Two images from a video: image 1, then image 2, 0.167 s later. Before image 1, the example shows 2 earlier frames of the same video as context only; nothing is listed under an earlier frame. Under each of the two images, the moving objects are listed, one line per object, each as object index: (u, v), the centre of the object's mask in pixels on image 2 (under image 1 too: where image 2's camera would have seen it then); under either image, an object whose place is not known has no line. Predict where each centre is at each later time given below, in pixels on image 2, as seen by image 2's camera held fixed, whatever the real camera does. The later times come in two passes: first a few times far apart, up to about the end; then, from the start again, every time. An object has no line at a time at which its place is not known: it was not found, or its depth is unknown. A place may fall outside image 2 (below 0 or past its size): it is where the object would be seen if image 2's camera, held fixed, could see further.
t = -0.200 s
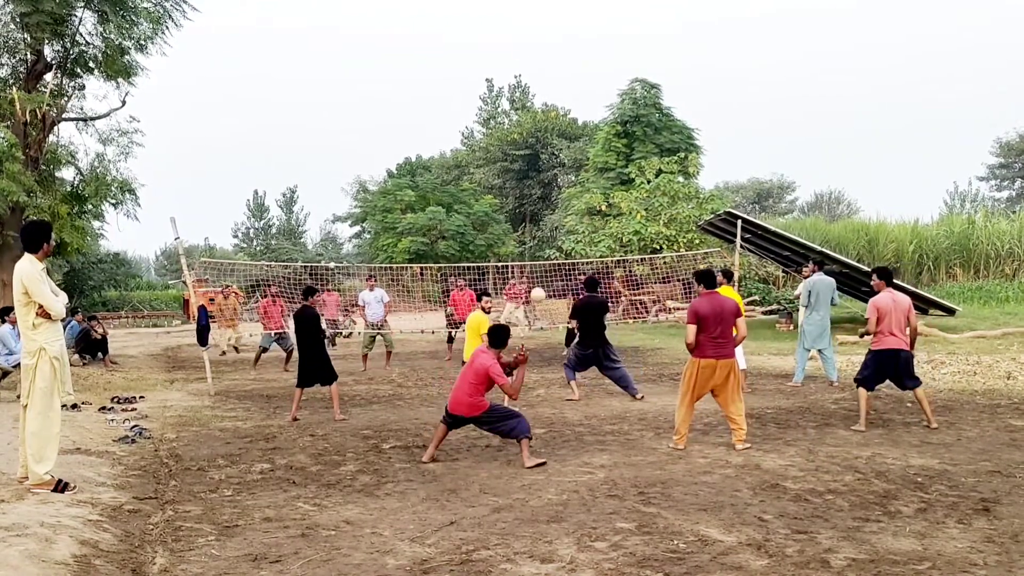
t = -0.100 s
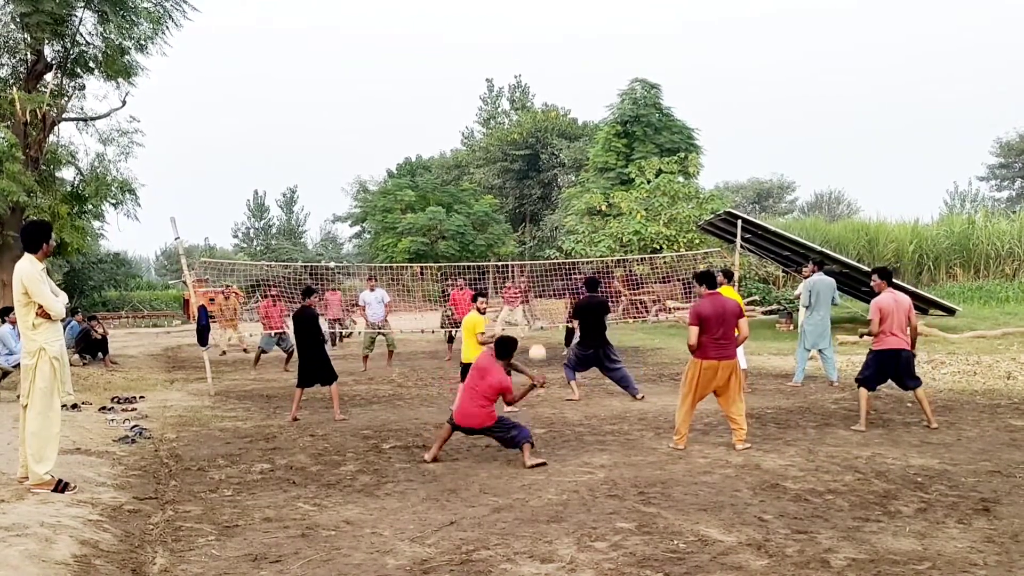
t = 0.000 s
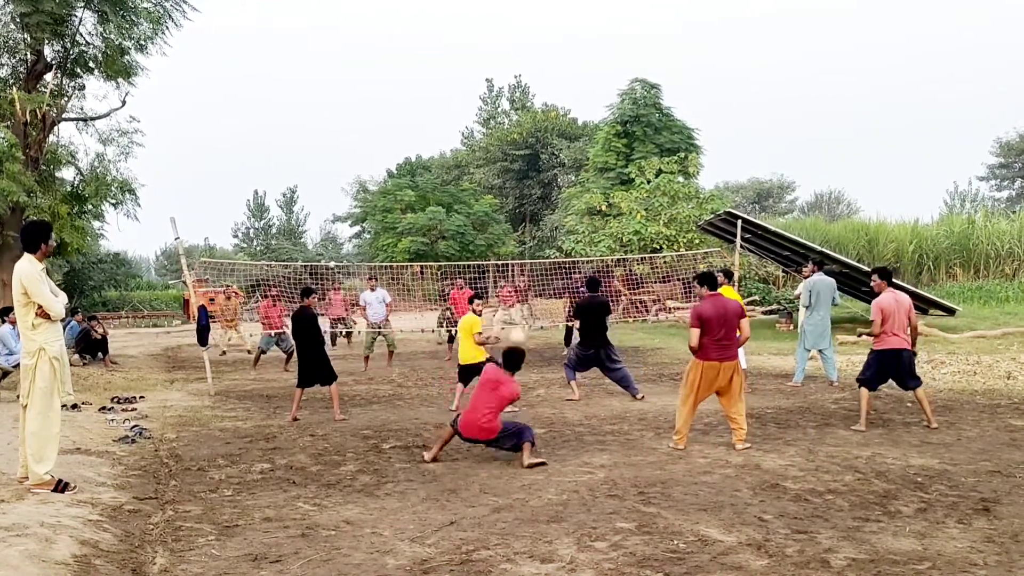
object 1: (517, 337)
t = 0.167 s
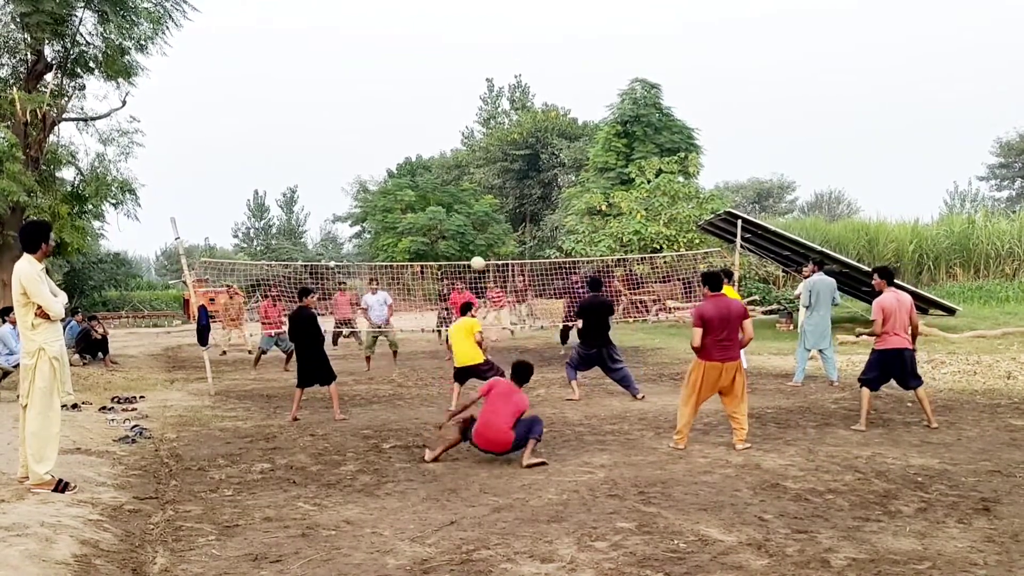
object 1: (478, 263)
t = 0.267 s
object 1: (458, 241)
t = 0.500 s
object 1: (428, 231)
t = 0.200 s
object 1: (470, 254)
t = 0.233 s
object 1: (464, 247)
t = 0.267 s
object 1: (458, 241)
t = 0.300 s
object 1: (452, 236)
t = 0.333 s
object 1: (447, 234)
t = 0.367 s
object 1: (444, 233)
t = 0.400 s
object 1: (439, 231)
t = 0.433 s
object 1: (437, 231)
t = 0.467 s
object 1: (430, 231)
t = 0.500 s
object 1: (428, 231)
